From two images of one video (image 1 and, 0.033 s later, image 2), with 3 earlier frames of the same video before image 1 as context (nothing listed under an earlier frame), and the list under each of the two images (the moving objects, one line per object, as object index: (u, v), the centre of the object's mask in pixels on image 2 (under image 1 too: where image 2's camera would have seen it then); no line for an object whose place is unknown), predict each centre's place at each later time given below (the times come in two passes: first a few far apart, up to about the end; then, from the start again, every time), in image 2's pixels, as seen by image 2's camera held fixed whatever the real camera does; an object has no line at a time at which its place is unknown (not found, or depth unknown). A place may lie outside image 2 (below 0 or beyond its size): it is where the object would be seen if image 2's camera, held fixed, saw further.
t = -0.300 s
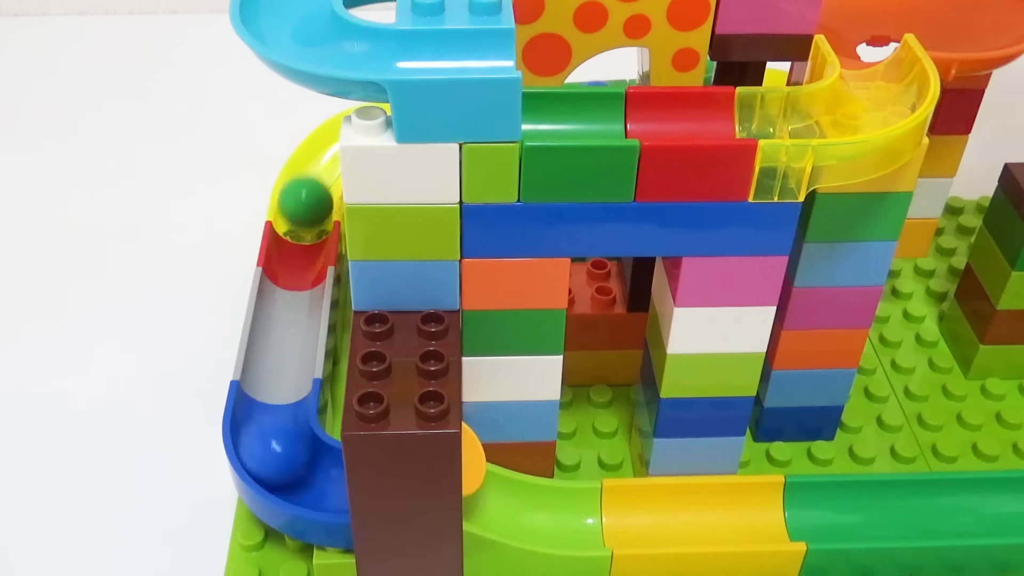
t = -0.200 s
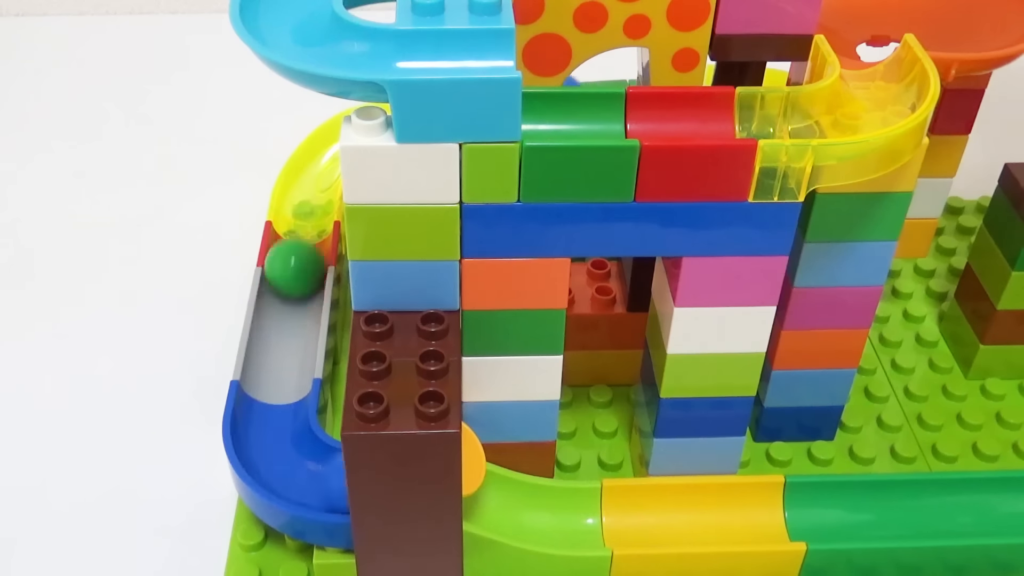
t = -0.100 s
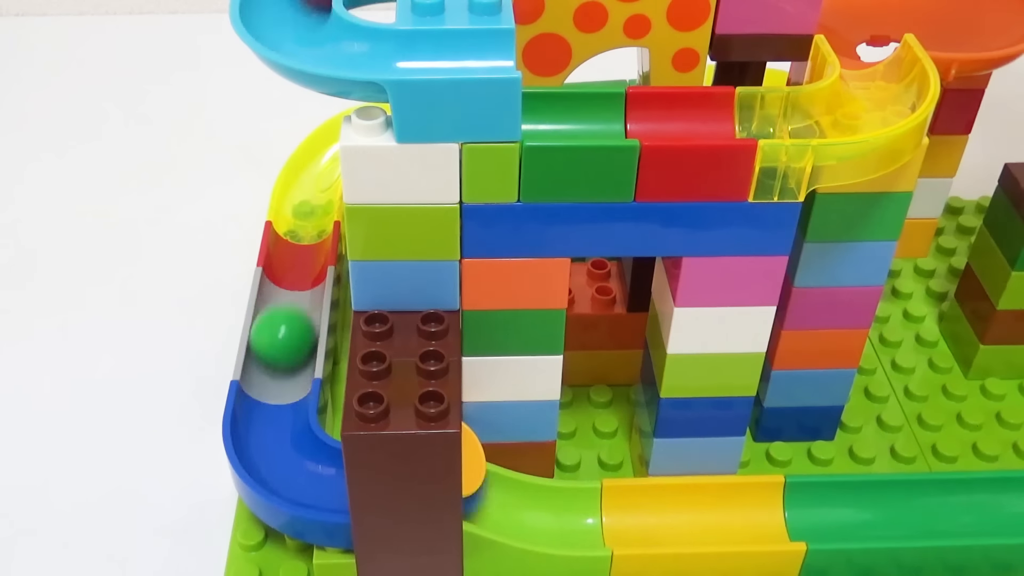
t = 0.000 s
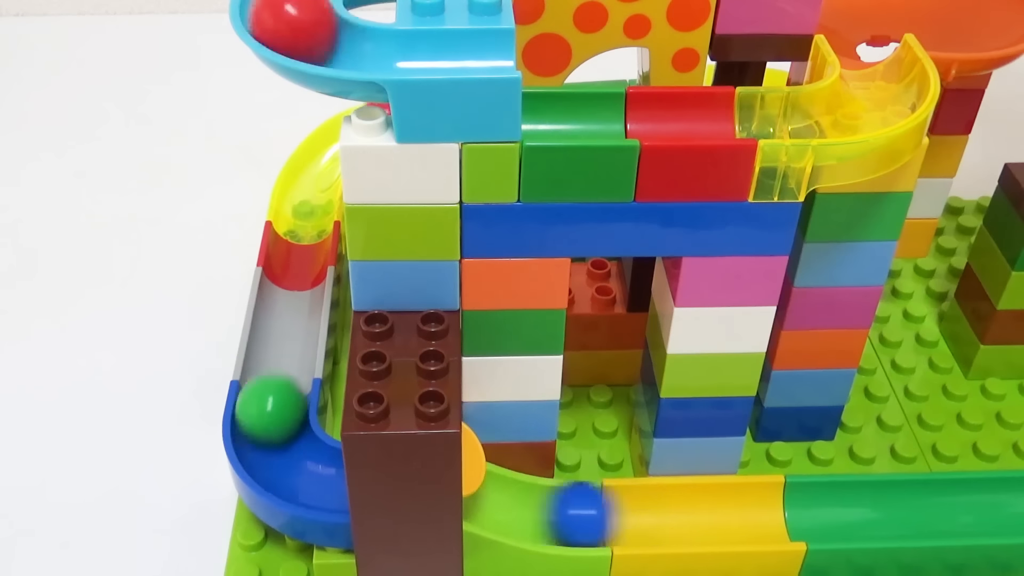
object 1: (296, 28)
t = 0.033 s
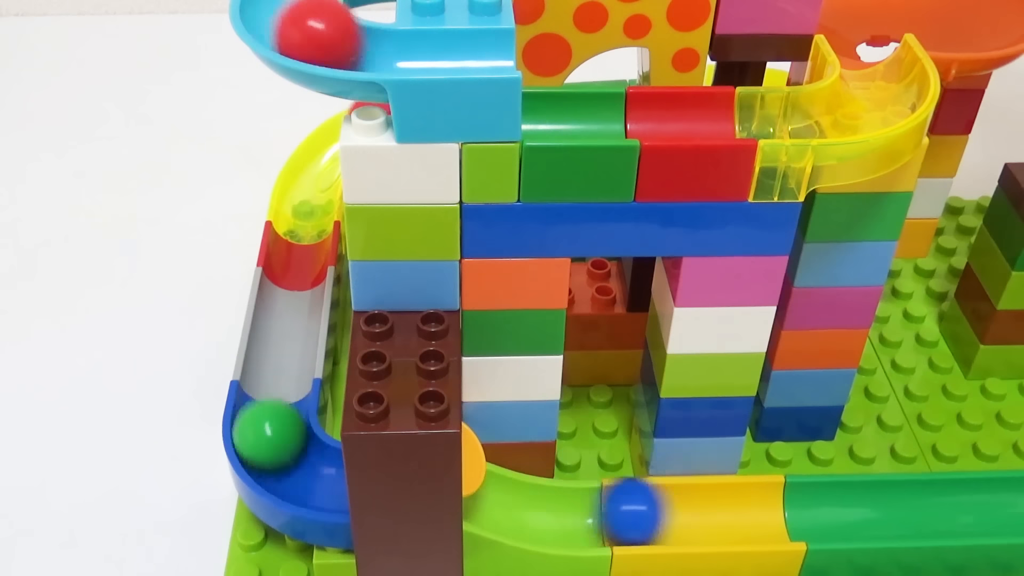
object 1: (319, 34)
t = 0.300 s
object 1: (514, 44)
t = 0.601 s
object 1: (700, 108)
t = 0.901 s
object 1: (860, 102)
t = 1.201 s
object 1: (875, 53)
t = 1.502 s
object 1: (848, 28)
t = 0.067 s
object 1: (351, 40)
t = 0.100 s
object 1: (382, 42)
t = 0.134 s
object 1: (412, 42)
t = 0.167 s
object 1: (435, 42)
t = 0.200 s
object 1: (457, 41)
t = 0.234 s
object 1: (476, 41)
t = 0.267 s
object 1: (496, 42)
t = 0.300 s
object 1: (514, 44)
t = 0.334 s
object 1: (535, 49)
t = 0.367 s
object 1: (558, 71)
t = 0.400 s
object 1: (580, 107)
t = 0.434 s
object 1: (603, 102)
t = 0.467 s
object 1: (621, 107)
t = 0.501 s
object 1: (640, 107)
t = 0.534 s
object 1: (660, 108)
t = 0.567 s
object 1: (682, 109)
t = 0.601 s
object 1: (700, 108)
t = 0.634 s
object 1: (719, 108)
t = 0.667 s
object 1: (737, 108)
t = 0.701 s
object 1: (756, 109)
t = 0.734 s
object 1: (778, 109)
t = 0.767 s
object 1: (797, 109)
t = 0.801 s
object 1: (817, 109)
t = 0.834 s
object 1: (833, 108)
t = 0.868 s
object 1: (848, 105)
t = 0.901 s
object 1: (860, 102)
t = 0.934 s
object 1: (870, 97)
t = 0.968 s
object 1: (877, 93)
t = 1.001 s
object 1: (883, 87)
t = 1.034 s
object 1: (885, 81)
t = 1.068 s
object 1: (885, 75)
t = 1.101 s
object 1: (884, 70)
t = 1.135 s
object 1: (881, 63)
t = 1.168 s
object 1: (878, 58)
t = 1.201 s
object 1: (875, 53)
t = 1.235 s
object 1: (872, 49)
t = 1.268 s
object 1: (870, 44)
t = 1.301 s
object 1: (867, 40)
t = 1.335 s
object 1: (865, 36)
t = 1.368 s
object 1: (862, 34)
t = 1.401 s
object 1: (859, 33)
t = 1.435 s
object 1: (857, 37)
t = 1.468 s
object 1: (855, 32)
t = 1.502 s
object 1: (848, 28)
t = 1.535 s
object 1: (846, 24)
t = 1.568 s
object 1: (845, 22)
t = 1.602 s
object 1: (846, 22)
